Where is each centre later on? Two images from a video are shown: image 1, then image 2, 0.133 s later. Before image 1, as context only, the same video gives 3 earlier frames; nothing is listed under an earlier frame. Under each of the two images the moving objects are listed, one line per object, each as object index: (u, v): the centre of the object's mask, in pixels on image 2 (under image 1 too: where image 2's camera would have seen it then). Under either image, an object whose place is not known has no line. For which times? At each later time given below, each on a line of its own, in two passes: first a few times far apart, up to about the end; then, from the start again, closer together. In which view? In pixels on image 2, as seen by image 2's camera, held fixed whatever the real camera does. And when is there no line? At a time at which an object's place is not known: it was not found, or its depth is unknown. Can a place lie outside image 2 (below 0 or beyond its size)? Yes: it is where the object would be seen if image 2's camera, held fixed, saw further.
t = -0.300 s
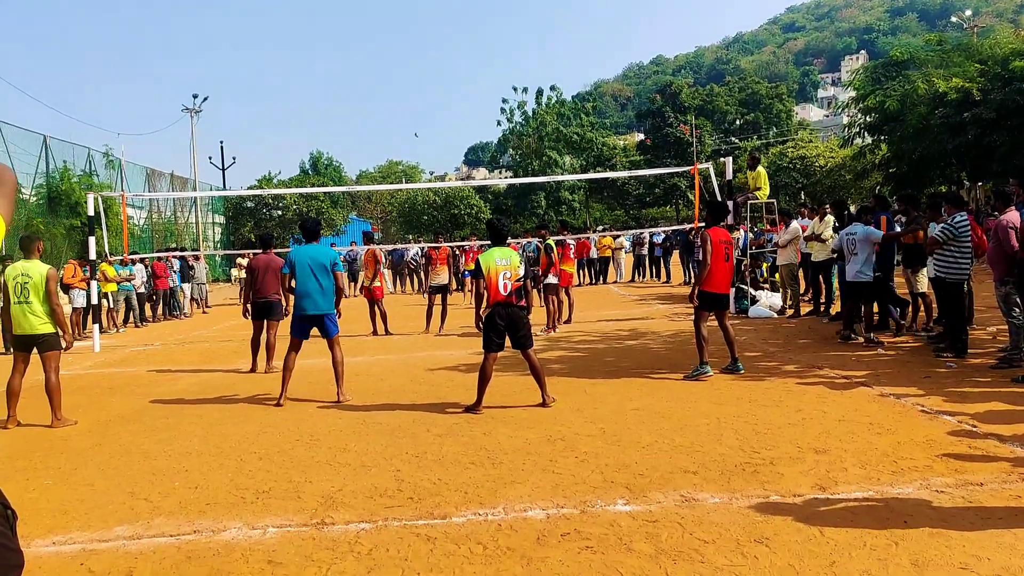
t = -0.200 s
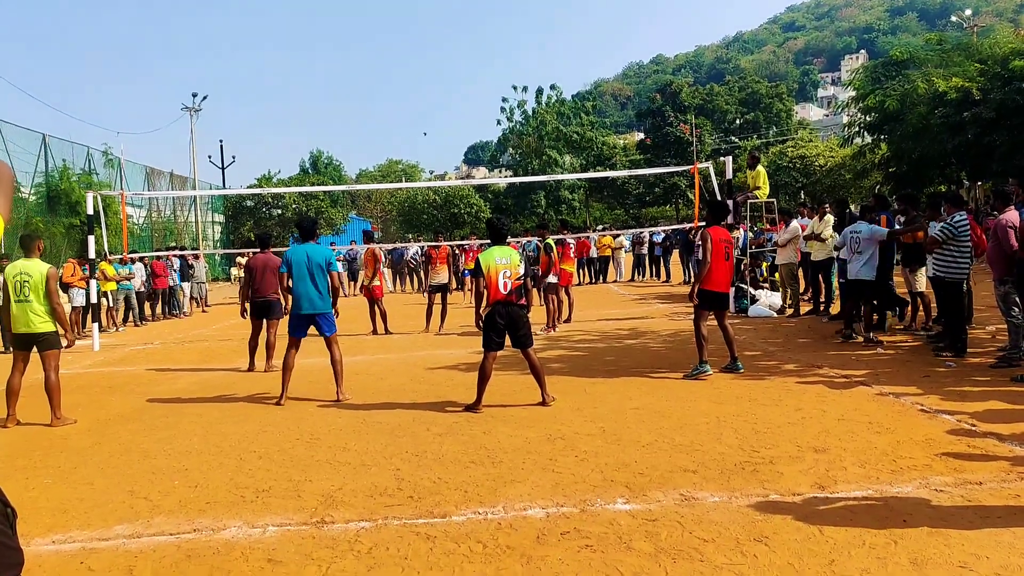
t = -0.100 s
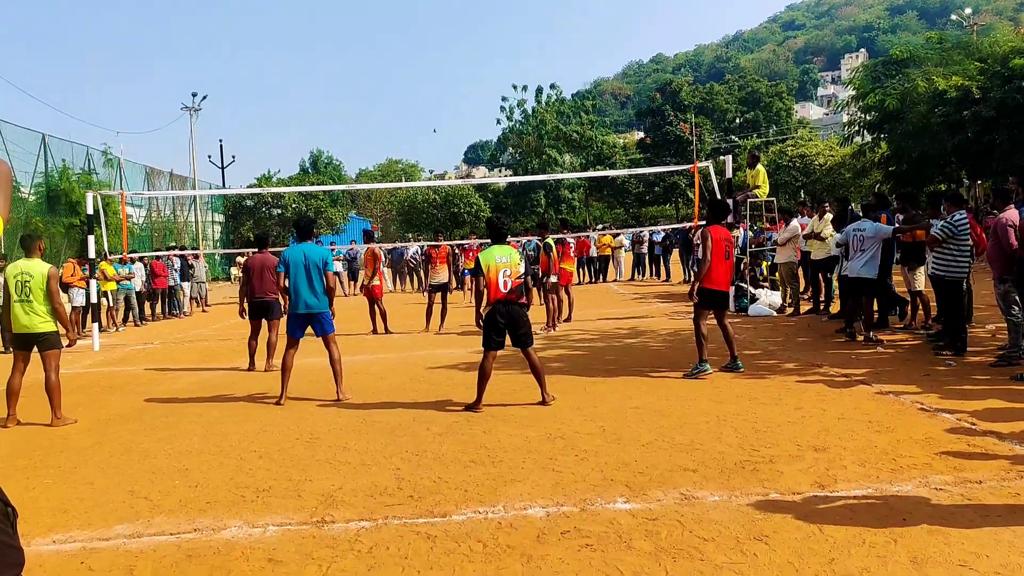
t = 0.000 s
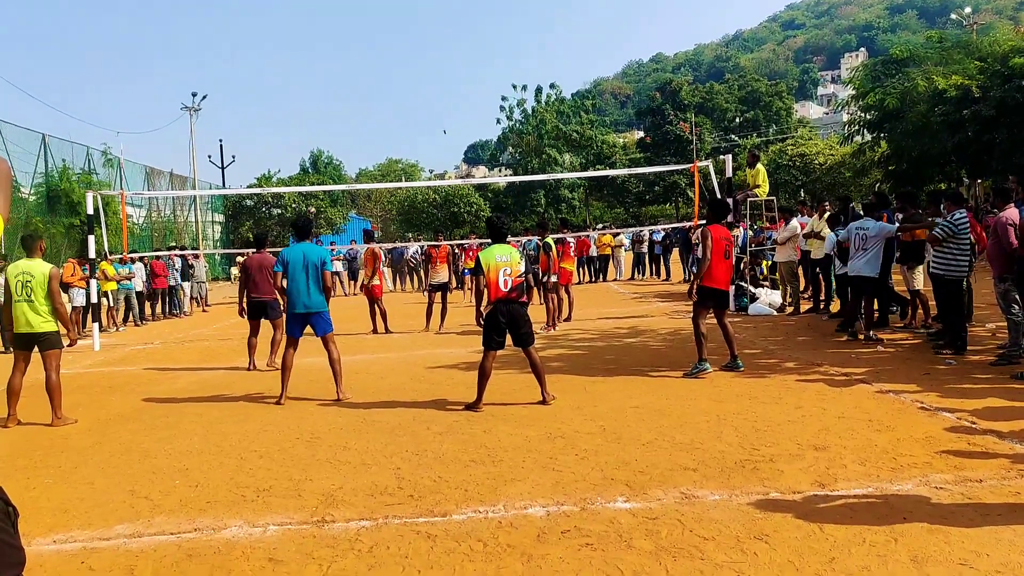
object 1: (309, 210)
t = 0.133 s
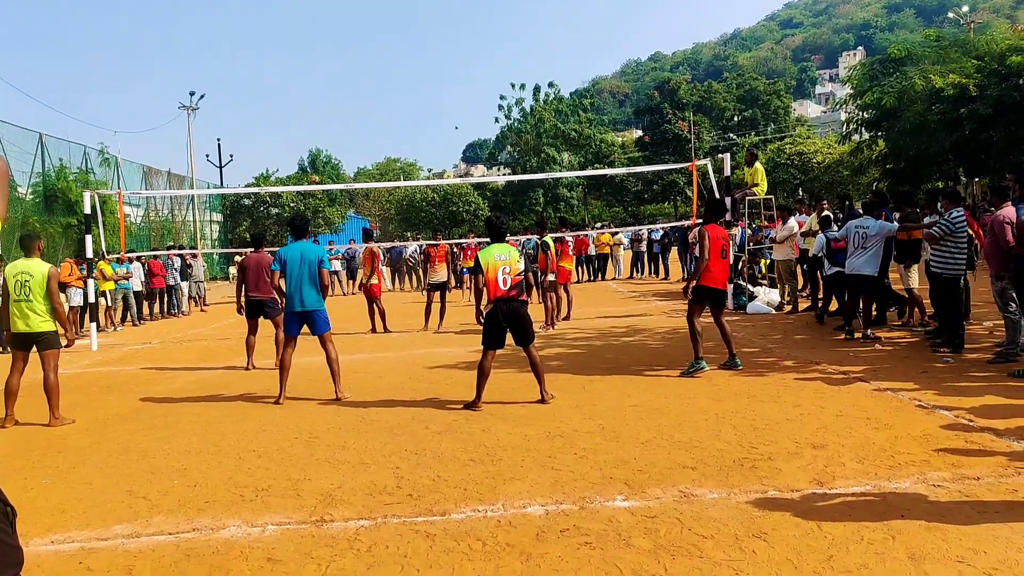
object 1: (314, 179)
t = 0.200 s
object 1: (316, 166)
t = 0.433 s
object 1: (324, 124)
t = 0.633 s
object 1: (337, 101)
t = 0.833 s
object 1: (353, 97)
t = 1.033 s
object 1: (378, 124)
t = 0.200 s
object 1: (316, 166)
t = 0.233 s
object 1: (318, 158)
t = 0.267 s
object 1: (318, 152)
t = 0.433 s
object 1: (324, 124)
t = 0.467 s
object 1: (327, 119)
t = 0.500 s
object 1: (329, 115)
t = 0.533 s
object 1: (330, 111)
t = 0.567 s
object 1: (333, 107)
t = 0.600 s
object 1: (335, 104)
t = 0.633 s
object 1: (337, 101)
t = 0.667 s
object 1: (339, 99)
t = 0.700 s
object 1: (342, 97)
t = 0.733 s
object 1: (344, 96)
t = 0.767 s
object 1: (347, 96)
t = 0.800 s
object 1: (350, 96)
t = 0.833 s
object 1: (353, 97)
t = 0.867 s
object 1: (356, 99)
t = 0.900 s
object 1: (360, 102)
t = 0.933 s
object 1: (364, 105)
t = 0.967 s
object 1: (369, 110)
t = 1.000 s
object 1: (373, 117)
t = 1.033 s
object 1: (378, 124)
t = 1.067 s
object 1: (383, 133)
